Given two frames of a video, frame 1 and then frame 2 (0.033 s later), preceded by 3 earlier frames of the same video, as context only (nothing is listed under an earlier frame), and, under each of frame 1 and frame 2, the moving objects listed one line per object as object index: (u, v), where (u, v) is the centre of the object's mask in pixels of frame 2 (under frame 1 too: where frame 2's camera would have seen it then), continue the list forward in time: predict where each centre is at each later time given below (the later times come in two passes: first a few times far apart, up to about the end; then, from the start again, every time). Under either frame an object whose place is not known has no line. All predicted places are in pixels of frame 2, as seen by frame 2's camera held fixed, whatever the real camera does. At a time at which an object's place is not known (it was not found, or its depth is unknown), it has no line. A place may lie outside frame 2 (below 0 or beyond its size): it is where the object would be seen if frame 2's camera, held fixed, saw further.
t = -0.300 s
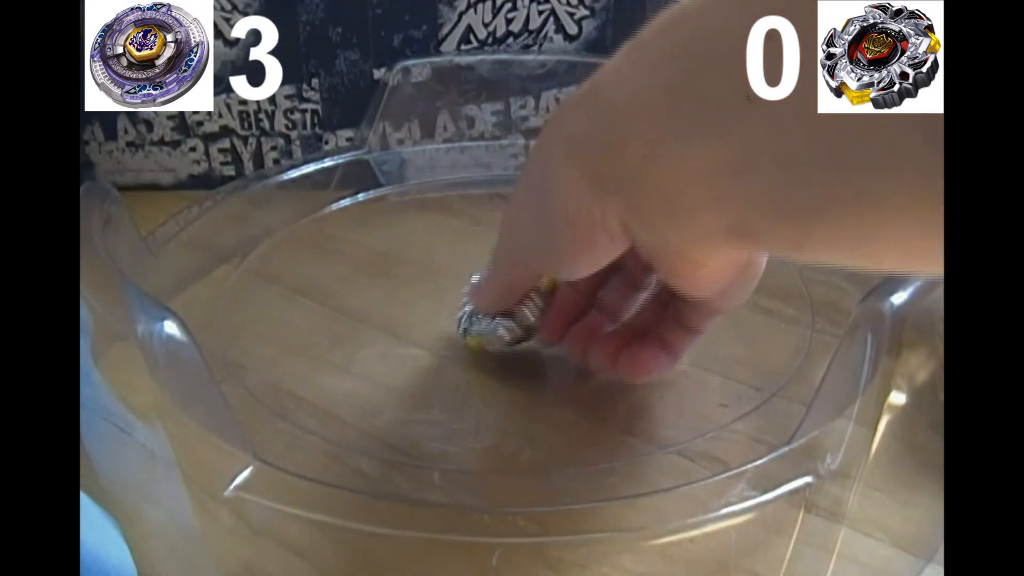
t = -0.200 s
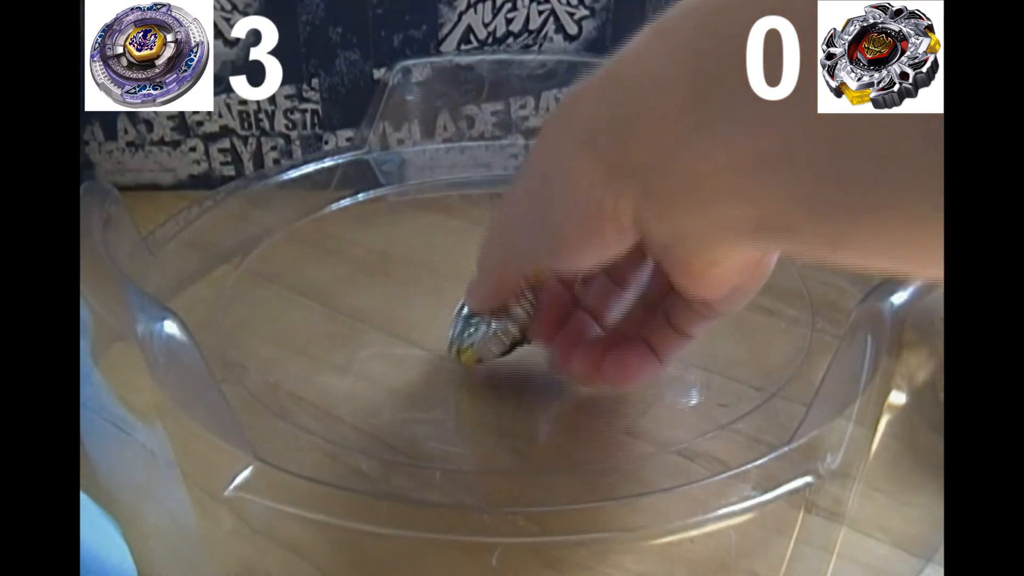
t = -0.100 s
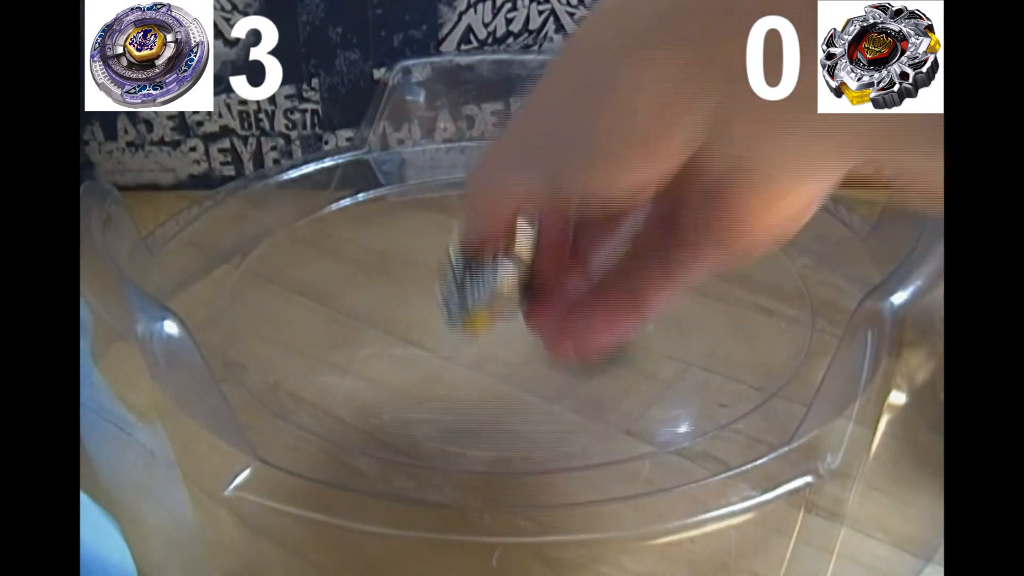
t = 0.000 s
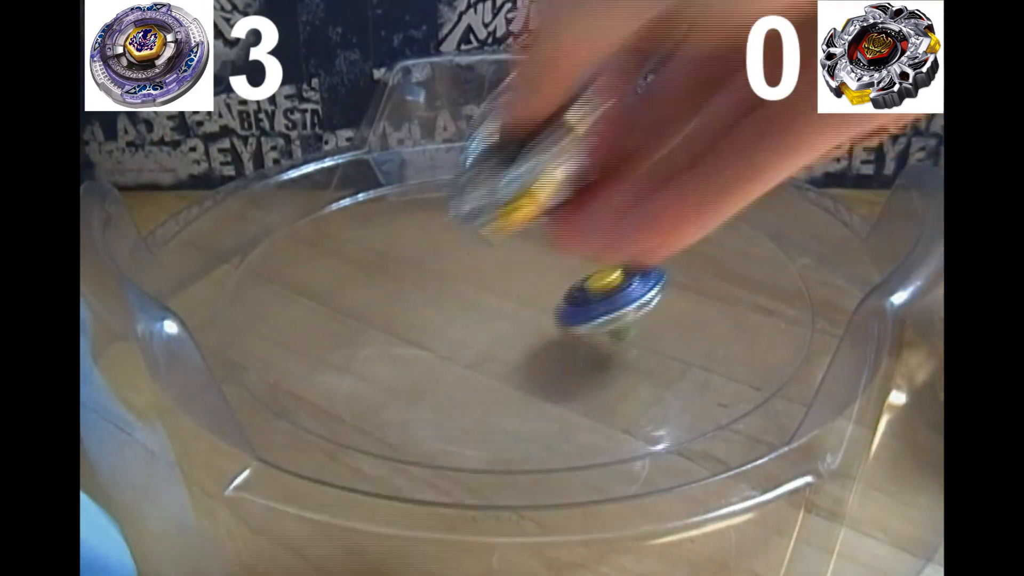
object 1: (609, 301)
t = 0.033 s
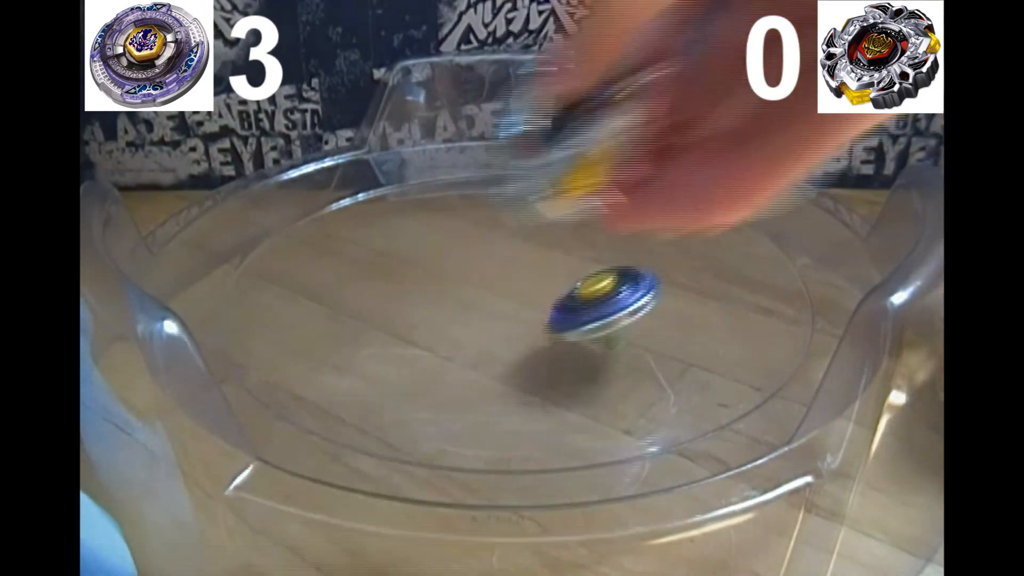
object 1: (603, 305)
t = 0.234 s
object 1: (524, 344)
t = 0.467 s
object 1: (438, 340)
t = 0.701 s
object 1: (414, 299)
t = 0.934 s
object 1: (445, 251)
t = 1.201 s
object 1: (523, 238)
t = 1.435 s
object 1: (591, 264)
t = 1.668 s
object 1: (620, 305)
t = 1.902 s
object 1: (562, 337)
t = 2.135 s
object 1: (460, 336)
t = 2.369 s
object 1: (400, 294)
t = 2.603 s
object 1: (426, 262)
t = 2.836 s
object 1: (509, 247)
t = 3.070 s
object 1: (589, 254)
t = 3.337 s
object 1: (616, 293)
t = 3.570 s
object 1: (559, 332)
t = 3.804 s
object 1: (462, 337)
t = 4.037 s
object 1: (409, 305)
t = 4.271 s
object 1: (430, 267)
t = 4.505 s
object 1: (497, 246)
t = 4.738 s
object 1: (570, 254)
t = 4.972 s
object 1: (608, 286)
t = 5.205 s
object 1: (577, 324)
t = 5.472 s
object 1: (481, 336)
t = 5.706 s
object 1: (425, 305)
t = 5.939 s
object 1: (439, 269)
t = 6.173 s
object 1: (510, 253)
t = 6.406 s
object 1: (571, 266)
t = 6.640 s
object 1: (587, 304)
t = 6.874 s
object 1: (528, 332)
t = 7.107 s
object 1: (447, 322)
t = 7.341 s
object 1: (427, 288)
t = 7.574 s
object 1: (474, 265)
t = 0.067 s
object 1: (592, 314)
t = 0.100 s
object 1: (579, 321)
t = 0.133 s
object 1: (567, 327)
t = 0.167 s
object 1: (554, 334)
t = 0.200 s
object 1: (539, 338)
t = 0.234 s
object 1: (524, 344)
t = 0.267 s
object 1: (509, 346)
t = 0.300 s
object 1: (495, 348)
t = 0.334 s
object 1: (480, 348)
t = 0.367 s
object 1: (469, 348)
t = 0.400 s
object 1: (457, 346)
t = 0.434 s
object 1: (447, 343)
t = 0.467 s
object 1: (438, 340)
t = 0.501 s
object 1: (432, 336)
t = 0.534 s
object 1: (425, 330)
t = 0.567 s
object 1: (420, 325)
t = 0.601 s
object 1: (417, 319)
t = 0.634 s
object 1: (414, 312)
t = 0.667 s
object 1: (414, 306)
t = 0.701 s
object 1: (414, 299)
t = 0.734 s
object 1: (415, 291)
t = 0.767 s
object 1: (417, 283)
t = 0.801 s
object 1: (421, 276)
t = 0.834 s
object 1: (426, 269)
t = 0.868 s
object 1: (431, 262)
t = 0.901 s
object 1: (438, 256)
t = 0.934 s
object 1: (445, 251)
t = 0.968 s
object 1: (453, 246)
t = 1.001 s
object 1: (462, 242)
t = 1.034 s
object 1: (471, 240)
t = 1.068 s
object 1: (480, 238)
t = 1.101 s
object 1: (491, 237)
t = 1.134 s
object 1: (501, 236)
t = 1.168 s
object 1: (511, 236)
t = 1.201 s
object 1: (523, 238)
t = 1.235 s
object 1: (531, 240)
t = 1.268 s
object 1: (543, 243)
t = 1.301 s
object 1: (553, 245)
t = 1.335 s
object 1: (563, 249)
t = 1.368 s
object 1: (573, 253)
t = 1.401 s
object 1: (583, 258)
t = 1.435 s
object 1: (591, 264)
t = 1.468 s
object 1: (599, 269)
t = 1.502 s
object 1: (606, 275)
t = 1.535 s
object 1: (612, 281)
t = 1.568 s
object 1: (617, 287)
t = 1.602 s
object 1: (620, 293)
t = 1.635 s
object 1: (620, 298)
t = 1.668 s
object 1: (620, 305)
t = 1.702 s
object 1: (618, 311)
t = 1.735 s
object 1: (612, 317)
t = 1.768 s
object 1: (606, 322)
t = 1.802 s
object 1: (597, 328)
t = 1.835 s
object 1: (587, 332)
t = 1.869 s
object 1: (575, 335)
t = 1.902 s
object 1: (562, 337)
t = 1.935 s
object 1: (549, 340)
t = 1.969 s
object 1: (534, 342)
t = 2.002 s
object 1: (519, 343)
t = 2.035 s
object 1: (503, 344)
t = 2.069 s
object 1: (488, 341)
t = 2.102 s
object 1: (474, 340)
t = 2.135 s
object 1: (460, 336)
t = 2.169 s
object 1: (447, 332)
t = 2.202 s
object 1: (436, 326)
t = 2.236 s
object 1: (425, 321)
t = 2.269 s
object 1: (416, 315)
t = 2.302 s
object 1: (409, 308)
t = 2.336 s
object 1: (404, 302)
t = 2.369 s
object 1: (400, 294)
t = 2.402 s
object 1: (398, 289)
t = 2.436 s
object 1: (398, 283)
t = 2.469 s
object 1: (401, 278)
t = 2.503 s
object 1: (406, 273)
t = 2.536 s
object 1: (411, 269)
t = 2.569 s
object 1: (418, 265)
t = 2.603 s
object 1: (426, 262)
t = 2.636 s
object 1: (435, 258)
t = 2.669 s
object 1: (446, 256)
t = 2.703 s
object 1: (458, 253)
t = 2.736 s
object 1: (471, 251)
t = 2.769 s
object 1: (482, 249)
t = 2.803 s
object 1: (495, 247)
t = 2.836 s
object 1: (509, 247)
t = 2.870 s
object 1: (520, 246)
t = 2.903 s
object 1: (533, 246)
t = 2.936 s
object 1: (545, 247)
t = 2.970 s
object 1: (558, 248)
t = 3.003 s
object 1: (568, 250)
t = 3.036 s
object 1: (580, 251)
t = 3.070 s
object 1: (589, 254)
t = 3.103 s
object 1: (597, 257)
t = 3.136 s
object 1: (605, 261)
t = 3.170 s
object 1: (610, 265)
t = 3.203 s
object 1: (616, 270)
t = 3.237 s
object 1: (617, 275)
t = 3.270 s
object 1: (619, 281)
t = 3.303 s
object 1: (618, 286)
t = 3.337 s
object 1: (616, 293)
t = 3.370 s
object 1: (613, 299)
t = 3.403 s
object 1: (606, 306)
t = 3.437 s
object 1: (599, 308)
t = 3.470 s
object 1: (591, 314)
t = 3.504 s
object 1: (581, 323)
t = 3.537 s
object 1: (570, 327)
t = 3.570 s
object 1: (559, 332)
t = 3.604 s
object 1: (546, 335)
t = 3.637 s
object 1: (531, 338)
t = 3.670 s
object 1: (518, 340)
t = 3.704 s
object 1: (502, 341)
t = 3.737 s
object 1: (490, 340)
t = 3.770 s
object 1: (475, 339)
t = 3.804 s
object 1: (462, 337)
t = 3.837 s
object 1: (450, 335)
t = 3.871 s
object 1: (440, 331)
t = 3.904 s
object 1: (430, 327)
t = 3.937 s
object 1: (423, 322)
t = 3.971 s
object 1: (416, 316)
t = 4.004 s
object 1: (412, 311)
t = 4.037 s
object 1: (409, 305)
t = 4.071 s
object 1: (408, 299)
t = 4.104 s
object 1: (408, 293)
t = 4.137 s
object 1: (409, 287)
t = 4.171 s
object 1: (413, 281)
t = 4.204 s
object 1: (418, 276)
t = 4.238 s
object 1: (423, 271)
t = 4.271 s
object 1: (430, 267)
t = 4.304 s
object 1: (436, 262)
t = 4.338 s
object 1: (446, 258)
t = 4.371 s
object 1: (455, 255)
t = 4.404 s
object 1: (464, 252)
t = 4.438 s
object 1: (474, 250)
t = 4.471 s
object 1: (486, 248)
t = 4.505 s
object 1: (497, 246)
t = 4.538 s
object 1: (507, 246)
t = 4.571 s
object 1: (518, 246)
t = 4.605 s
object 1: (529, 247)
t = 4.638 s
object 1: (541, 248)
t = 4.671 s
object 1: (550, 250)
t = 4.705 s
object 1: (560, 251)
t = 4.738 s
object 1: (570, 254)
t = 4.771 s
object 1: (580, 258)
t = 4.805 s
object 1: (587, 262)
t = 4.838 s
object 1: (594, 265)
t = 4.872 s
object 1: (600, 270)
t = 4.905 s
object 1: (604, 275)
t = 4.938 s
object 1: (606, 280)
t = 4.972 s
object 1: (608, 286)
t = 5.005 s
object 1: (608, 290)
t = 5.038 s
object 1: (608, 298)
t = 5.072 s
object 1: (604, 304)
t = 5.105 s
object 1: (600, 310)
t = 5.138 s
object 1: (594, 314)
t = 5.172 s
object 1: (586, 319)
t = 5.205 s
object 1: (577, 324)
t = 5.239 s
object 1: (566, 329)
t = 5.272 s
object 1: (556, 332)
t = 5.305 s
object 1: (545, 336)
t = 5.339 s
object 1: (533, 337)
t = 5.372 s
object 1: (520, 339)
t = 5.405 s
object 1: (507, 338)
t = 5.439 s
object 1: (495, 338)
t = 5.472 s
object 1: (481, 336)
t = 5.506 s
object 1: (469, 334)
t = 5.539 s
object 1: (458, 329)
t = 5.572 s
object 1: (449, 326)
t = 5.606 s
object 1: (441, 321)
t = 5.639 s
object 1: (434, 316)
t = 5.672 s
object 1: (427, 310)
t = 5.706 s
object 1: (425, 305)
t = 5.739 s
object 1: (423, 299)
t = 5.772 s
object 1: (423, 294)
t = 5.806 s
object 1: (423, 288)
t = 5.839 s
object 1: (426, 281)
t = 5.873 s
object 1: (430, 277)
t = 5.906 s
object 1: (434, 273)
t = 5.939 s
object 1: (439, 269)
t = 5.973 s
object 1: (447, 264)
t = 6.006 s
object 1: (456, 261)
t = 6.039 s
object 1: (466, 259)
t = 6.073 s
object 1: (473, 257)
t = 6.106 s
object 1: (484, 255)
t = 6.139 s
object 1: (497, 254)
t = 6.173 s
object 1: (510, 253)
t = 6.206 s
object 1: (518, 254)
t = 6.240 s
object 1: (527, 254)
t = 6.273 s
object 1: (538, 256)
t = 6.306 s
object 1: (550, 258)
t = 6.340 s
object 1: (558, 262)
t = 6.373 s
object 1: (564, 264)
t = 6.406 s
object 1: (571, 266)
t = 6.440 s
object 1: (579, 271)
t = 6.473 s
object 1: (585, 278)
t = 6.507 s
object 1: (588, 283)
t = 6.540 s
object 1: (589, 286)
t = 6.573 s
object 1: (591, 291)
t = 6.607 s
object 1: (590, 297)
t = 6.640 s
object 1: (587, 304)
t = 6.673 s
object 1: (583, 309)
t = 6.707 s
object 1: (577, 314)
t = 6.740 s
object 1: (571, 318)
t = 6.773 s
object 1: (562, 322)
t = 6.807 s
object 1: (550, 326)
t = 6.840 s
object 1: (538, 329)
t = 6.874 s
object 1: (528, 332)
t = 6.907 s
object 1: (518, 334)
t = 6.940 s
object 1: (504, 334)
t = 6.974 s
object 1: (490, 333)
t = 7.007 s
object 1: (478, 331)
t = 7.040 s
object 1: (469, 329)
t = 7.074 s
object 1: (459, 327)
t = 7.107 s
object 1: (447, 322)
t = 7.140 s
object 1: (438, 317)
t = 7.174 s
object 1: (433, 313)
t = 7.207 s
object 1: (429, 308)
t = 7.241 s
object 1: (425, 303)
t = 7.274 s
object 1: (423, 297)
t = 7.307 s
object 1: (424, 292)
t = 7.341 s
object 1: (427, 288)
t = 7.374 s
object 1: (429, 284)
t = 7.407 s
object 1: (434, 279)
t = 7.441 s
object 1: (442, 274)
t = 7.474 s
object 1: (450, 271)
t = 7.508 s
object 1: (458, 269)
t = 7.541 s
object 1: (464, 266)
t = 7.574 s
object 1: (474, 265)
